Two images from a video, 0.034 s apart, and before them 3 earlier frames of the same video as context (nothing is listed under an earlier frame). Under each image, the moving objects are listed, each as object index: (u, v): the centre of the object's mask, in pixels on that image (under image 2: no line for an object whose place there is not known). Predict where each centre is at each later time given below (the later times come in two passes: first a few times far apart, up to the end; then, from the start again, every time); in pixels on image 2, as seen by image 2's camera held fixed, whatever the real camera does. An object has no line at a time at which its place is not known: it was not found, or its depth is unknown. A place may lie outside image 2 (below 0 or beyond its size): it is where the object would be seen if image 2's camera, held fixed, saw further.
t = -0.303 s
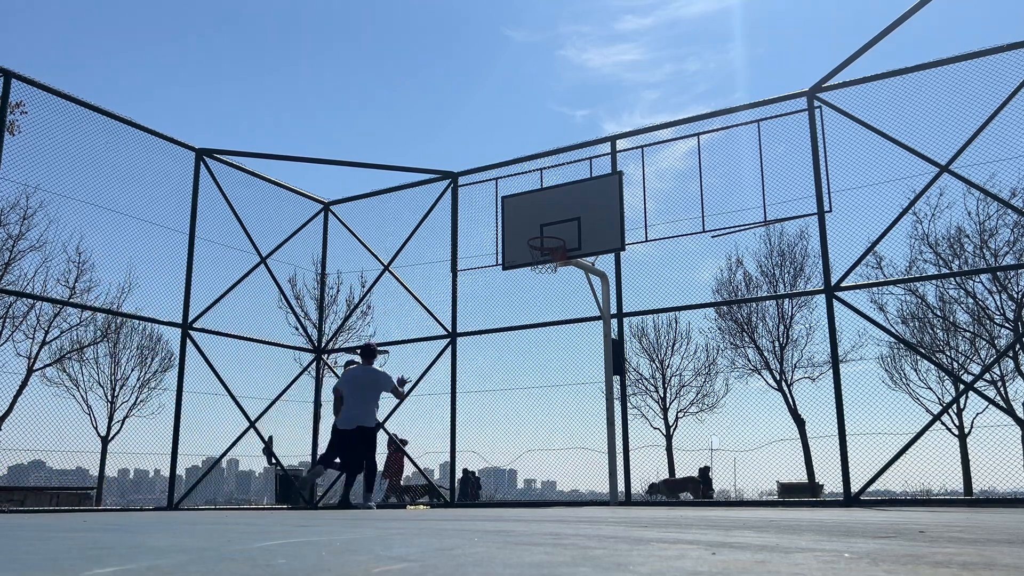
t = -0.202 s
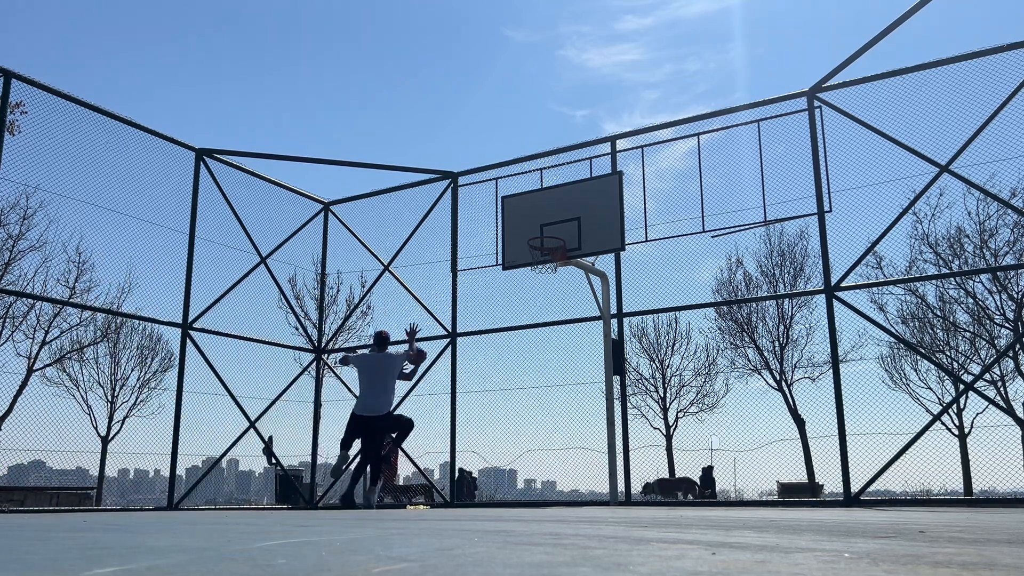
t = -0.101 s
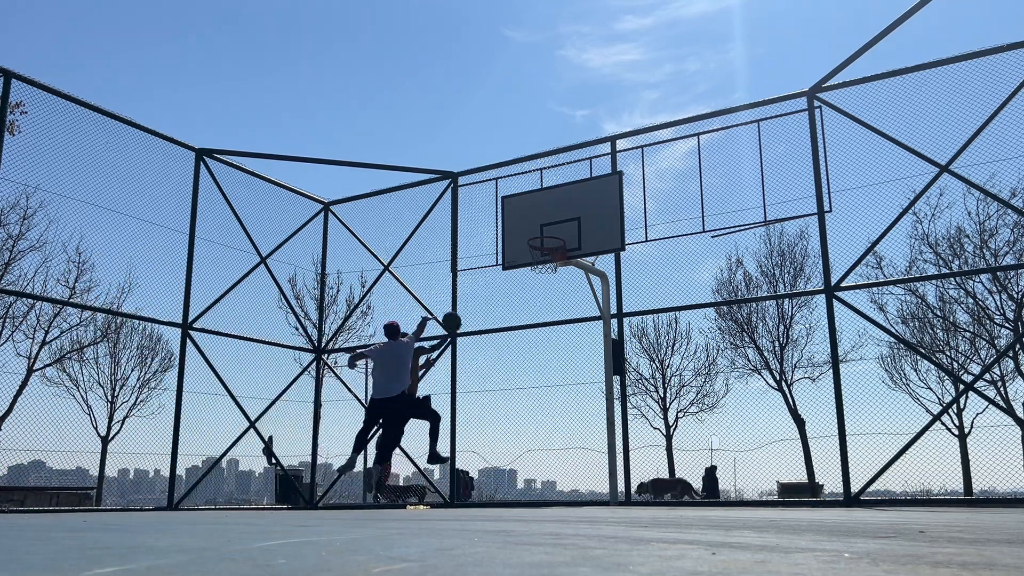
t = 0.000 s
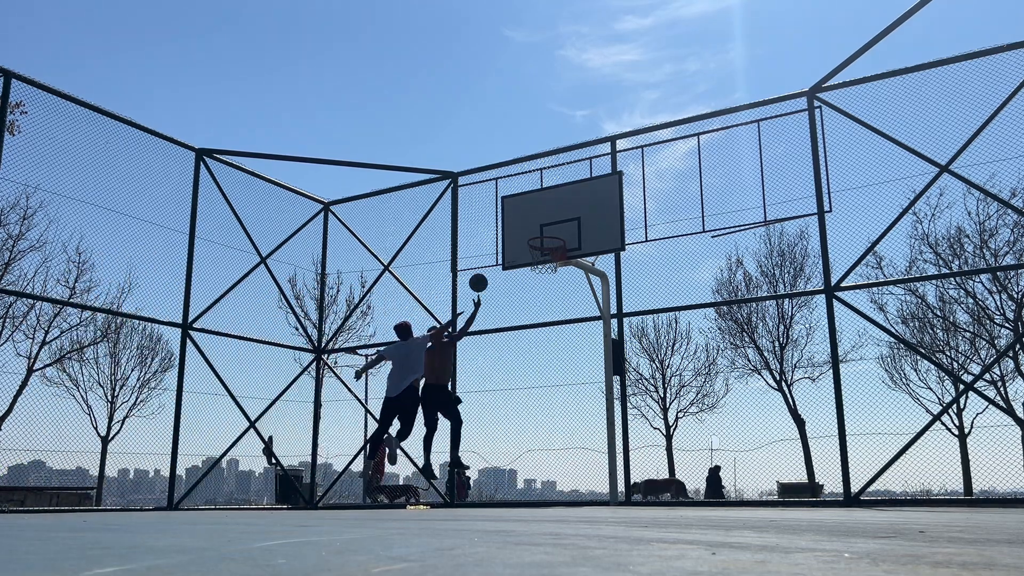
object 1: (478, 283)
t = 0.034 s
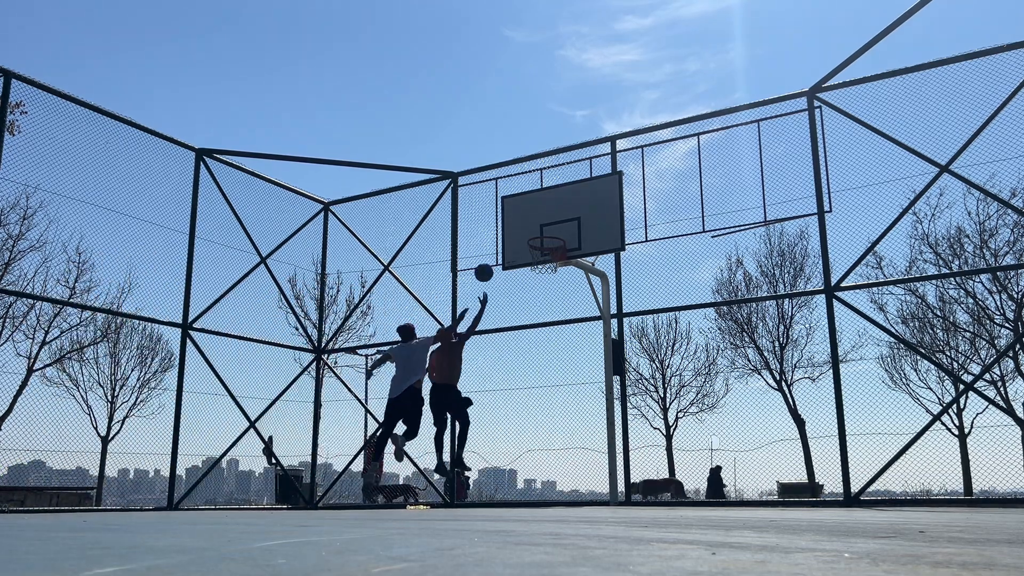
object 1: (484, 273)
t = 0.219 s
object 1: (512, 232)
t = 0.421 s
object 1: (538, 214)
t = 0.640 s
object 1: (541, 217)
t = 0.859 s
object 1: (548, 250)
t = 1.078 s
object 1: (558, 280)
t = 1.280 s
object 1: (564, 330)
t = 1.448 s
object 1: (570, 395)
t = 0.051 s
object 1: (486, 268)
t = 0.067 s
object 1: (489, 263)
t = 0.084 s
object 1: (492, 259)
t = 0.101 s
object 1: (494, 255)
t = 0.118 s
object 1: (497, 251)
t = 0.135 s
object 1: (500, 247)
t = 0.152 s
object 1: (502, 243)
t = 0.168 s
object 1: (505, 241)
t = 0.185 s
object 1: (507, 237)
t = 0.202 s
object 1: (510, 235)
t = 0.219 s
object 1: (512, 232)
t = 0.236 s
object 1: (515, 230)
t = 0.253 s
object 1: (517, 227)
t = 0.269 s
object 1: (520, 225)
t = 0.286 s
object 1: (523, 224)
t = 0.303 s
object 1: (525, 222)
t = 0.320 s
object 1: (527, 221)
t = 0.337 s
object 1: (530, 220)
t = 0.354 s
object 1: (532, 219)
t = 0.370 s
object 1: (535, 218)
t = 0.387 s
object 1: (537, 217)
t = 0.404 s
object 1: (538, 216)
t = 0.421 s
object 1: (538, 214)
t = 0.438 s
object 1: (539, 213)
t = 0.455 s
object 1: (538, 213)
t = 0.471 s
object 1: (539, 212)
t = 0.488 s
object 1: (539, 212)
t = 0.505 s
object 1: (539, 212)
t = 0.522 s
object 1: (539, 212)
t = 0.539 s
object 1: (539, 212)
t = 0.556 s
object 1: (540, 212)
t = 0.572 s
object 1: (540, 213)
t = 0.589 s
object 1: (540, 214)
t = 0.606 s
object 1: (541, 215)
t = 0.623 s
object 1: (541, 216)
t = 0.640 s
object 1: (541, 217)
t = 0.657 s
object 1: (541, 219)
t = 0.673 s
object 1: (541, 221)
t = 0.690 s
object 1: (542, 223)
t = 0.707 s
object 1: (542, 225)
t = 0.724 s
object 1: (542, 228)
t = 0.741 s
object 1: (542, 230)
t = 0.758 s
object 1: (543, 233)
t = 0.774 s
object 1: (543, 236)
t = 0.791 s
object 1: (544, 239)
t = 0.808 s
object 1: (545, 241)
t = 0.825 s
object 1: (546, 244)
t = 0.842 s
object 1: (547, 248)
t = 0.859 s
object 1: (548, 250)
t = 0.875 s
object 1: (549, 252)
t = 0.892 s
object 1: (549, 256)
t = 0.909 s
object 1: (551, 260)
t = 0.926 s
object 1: (552, 262)
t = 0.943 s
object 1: (553, 264)
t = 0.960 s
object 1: (554, 265)
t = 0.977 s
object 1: (554, 266)
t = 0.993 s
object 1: (555, 268)
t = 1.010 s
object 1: (555, 270)
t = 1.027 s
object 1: (556, 272)
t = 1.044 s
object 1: (556, 274)
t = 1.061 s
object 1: (557, 277)
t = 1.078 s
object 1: (558, 280)
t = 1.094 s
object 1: (558, 283)
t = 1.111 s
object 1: (559, 286)
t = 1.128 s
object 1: (559, 290)
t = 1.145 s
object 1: (560, 293)
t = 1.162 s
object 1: (560, 297)
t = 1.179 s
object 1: (561, 302)
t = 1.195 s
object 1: (561, 306)
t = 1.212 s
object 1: (562, 310)
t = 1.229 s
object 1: (563, 315)
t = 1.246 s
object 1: (563, 320)
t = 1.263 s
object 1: (564, 325)
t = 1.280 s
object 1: (564, 330)
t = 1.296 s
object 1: (565, 336)
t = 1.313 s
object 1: (565, 342)
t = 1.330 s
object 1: (566, 348)
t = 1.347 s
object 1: (566, 354)
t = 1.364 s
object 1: (567, 360)
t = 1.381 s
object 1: (568, 367)
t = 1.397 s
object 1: (568, 374)
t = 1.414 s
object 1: (569, 381)
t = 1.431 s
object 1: (570, 388)
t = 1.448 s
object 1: (570, 395)
